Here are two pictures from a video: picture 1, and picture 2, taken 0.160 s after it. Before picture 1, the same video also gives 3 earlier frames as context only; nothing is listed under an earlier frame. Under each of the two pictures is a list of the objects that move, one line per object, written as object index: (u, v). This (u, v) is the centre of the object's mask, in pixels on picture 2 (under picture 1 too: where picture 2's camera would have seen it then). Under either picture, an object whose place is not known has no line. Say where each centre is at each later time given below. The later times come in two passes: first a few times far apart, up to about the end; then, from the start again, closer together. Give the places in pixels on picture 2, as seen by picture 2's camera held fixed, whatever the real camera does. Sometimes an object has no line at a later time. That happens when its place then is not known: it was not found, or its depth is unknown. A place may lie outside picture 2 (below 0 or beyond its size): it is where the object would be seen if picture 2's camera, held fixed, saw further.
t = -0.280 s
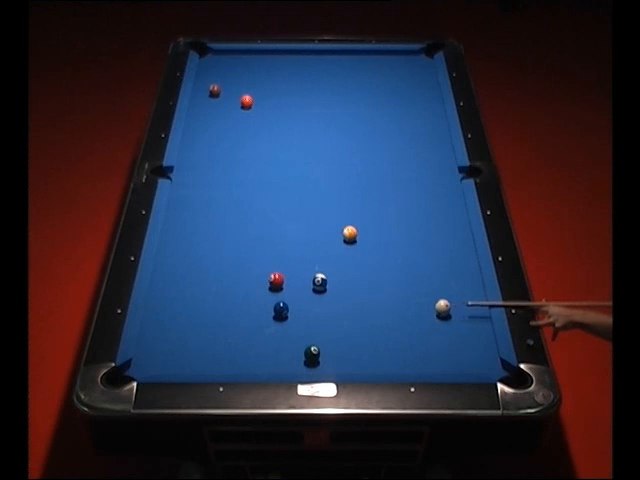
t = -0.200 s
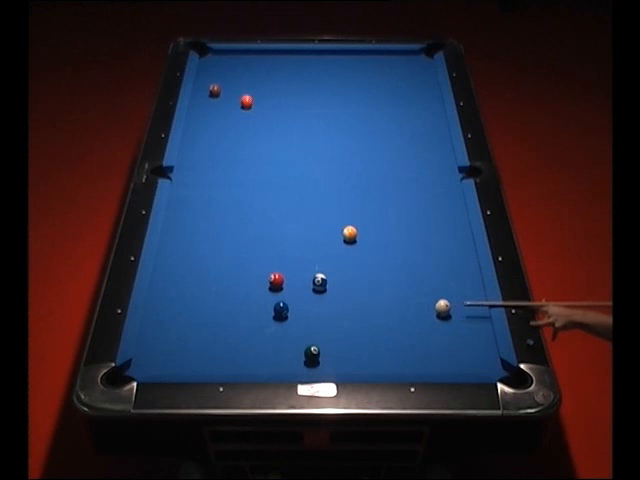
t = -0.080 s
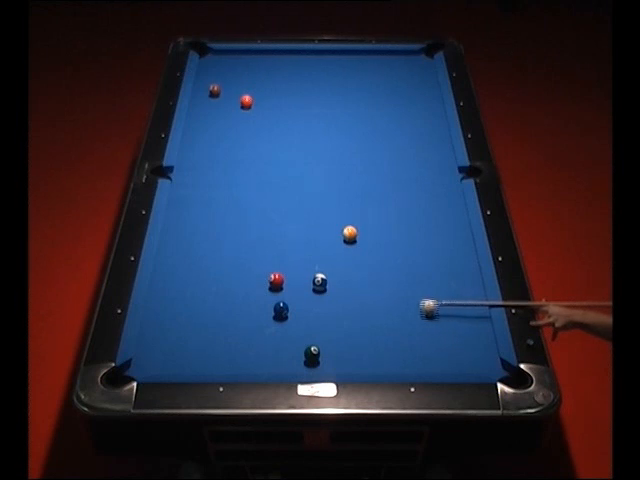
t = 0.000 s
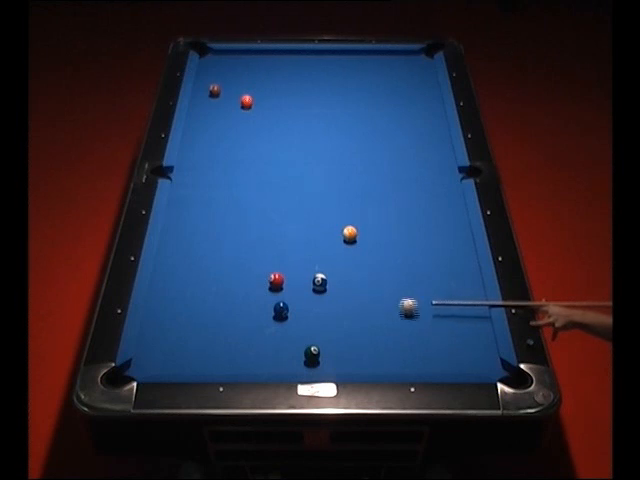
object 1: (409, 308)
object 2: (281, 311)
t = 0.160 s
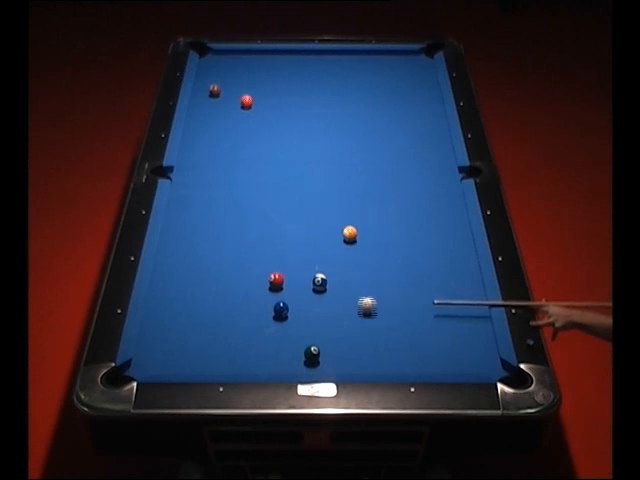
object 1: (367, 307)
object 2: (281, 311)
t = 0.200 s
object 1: (357, 307)
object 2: (281, 311)
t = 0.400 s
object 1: (306, 305)
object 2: (280, 311)
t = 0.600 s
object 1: (276, 295)
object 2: (263, 319)
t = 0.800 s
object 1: (251, 283)
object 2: (243, 328)
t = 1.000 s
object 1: (229, 272)
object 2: (223, 337)
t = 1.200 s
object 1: (207, 262)
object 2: (204, 345)
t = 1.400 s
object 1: (187, 253)
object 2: (185, 353)
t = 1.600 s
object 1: (168, 244)
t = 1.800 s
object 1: (173, 237)
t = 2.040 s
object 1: (186, 231)
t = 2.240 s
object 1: (196, 226)
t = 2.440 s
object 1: (206, 221)
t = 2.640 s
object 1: (214, 217)
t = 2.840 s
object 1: (221, 212)
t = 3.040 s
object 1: (228, 209)
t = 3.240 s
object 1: (234, 205)
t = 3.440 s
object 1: (240, 202)
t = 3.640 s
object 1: (244, 200)
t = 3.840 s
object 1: (249, 197)
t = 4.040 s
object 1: (252, 195)
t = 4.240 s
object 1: (255, 194)
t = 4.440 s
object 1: (257, 192)
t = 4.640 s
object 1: (259, 192)
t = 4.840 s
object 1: (260, 191)
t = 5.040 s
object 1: (261, 190)
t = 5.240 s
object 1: (261, 190)
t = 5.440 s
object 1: (261, 190)
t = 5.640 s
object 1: (261, 190)
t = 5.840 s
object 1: (261, 190)
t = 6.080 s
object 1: (261, 190)
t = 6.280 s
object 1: (261, 190)
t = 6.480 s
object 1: (261, 190)
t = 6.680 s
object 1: (261, 190)
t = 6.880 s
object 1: (261, 190)
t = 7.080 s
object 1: (261, 190)
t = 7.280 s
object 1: (261, 190)
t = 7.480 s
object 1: (261, 190)
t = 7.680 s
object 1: (261, 190)
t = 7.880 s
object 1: (261, 190)
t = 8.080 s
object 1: (261, 190)
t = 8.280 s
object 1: (261, 190)
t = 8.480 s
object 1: (261, 190)
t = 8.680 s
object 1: (261, 190)
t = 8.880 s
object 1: (261, 190)
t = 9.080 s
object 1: (261, 190)
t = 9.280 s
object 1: (261, 190)
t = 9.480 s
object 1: (261, 190)
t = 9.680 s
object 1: (261, 190)
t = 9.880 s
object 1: (261, 190)
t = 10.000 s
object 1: (261, 190)
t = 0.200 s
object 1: (357, 307)
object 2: (281, 311)
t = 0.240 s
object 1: (346, 306)
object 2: (281, 311)
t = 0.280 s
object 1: (337, 306)
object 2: (281, 311)
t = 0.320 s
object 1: (326, 306)
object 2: (281, 311)
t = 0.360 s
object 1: (316, 306)
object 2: (281, 311)
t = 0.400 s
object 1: (306, 305)
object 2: (280, 311)
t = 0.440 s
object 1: (297, 304)
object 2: (280, 311)
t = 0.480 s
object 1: (290, 302)
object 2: (277, 312)
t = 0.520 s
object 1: (286, 299)
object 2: (271, 315)
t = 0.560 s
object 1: (280, 297)
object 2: (267, 317)
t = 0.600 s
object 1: (276, 295)
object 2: (263, 319)
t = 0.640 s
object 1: (270, 293)
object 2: (259, 321)
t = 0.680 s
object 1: (265, 290)
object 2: (255, 322)
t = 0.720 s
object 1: (261, 288)
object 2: (251, 324)
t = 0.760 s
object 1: (256, 285)
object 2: (247, 326)
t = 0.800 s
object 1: (251, 283)
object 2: (243, 328)
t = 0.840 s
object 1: (247, 281)
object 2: (239, 330)
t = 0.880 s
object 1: (242, 279)
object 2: (235, 331)
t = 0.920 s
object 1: (237, 276)
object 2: (231, 333)
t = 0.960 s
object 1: (233, 274)
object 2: (227, 335)
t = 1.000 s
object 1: (229, 272)
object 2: (223, 337)
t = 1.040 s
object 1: (224, 270)
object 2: (219, 338)
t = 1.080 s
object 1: (220, 268)
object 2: (215, 340)
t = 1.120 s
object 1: (215, 266)
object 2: (211, 342)
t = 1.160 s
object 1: (211, 264)
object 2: (208, 343)
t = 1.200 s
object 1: (207, 262)
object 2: (204, 345)
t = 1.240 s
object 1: (203, 260)
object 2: (200, 347)
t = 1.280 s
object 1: (199, 258)
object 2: (196, 348)
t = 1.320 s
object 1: (195, 256)
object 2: (192, 350)
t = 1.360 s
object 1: (191, 255)
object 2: (189, 352)
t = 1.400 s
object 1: (187, 253)
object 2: (185, 353)
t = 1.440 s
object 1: (183, 251)
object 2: (181, 354)
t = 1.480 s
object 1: (179, 249)
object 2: (178, 356)
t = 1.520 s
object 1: (175, 247)
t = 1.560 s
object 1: (171, 245)
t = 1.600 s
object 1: (168, 244)
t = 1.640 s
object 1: (165, 242)
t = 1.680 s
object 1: (167, 241)
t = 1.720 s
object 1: (169, 240)
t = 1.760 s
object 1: (171, 238)
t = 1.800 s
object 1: (173, 237)
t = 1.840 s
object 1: (176, 236)
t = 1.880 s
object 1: (178, 235)
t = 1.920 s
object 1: (180, 234)
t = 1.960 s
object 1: (182, 233)
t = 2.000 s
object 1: (184, 232)
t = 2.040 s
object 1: (186, 231)
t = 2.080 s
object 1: (188, 230)
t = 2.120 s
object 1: (190, 228)
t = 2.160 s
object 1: (192, 227)
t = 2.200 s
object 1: (194, 227)
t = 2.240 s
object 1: (196, 226)
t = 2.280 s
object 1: (198, 225)
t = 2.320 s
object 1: (200, 223)
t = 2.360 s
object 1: (202, 223)
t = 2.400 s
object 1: (203, 222)
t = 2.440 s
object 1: (206, 221)
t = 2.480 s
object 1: (207, 220)
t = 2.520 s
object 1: (209, 219)
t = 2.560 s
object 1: (210, 218)
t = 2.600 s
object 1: (212, 217)
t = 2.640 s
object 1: (214, 217)
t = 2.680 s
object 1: (215, 215)
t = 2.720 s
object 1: (216, 215)
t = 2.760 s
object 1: (218, 214)
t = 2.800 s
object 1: (220, 213)
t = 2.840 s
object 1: (221, 212)
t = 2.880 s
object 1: (222, 212)
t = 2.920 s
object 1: (224, 211)
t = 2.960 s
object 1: (225, 210)
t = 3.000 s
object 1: (226, 210)
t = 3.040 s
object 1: (228, 209)
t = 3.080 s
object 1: (229, 208)
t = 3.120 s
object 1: (231, 208)
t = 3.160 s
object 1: (232, 207)
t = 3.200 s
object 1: (233, 206)
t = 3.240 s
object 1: (234, 205)
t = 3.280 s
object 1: (235, 205)
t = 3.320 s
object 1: (236, 204)
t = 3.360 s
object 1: (238, 204)
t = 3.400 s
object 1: (239, 203)
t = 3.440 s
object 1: (240, 202)
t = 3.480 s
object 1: (241, 202)
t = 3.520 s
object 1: (242, 201)
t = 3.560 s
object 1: (243, 201)
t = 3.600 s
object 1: (243, 200)
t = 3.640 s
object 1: (244, 200)
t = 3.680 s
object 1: (245, 199)
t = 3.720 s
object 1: (246, 199)
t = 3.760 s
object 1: (247, 198)
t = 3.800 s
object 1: (248, 198)
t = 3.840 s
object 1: (249, 197)
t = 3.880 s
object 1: (249, 197)
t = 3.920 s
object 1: (250, 197)
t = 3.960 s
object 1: (251, 196)
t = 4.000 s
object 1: (251, 196)
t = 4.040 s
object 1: (252, 195)
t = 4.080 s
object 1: (252, 195)
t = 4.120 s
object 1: (253, 195)
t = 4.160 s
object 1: (254, 194)
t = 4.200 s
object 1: (254, 194)
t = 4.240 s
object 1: (255, 194)
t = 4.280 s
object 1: (255, 194)
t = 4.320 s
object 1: (256, 193)
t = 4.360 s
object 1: (256, 193)
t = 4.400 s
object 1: (257, 193)
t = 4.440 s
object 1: (257, 192)
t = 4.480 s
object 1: (257, 192)
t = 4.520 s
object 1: (258, 192)
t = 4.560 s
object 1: (258, 192)
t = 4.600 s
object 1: (259, 192)
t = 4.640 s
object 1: (259, 192)
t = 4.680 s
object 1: (259, 191)
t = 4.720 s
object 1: (259, 191)
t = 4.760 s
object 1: (260, 191)
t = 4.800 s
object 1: (260, 191)
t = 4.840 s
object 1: (260, 191)
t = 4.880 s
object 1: (260, 191)
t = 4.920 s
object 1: (260, 191)
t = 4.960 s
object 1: (261, 191)
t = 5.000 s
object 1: (261, 191)
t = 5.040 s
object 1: (261, 190)
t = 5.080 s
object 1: (261, 190)
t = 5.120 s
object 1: (261, 190)
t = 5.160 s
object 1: (261, 190)
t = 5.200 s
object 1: (261, 190)
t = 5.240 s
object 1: (261, 190)
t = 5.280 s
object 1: (261, 190)
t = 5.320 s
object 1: (261, 190)
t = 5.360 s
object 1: (261, 190)
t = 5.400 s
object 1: (261, 190)
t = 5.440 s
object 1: (261, 190)
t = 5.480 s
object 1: (261, 190)
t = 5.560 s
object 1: (261, 190)
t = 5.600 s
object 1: (261, 190)
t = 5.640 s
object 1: (261, 190)
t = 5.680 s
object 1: (261, 190)
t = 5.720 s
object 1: (261, 190)
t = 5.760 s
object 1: (261, 190)
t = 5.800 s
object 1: (261, 190)
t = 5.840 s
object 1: (261, 190)
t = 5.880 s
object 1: (261, 190)
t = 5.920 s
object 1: (261, 190)
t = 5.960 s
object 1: (261, 190)
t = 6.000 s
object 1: (261, 190)
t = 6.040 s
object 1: (261, 190)
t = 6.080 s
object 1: (261, 190)
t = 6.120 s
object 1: (261, 190)
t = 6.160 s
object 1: (261, 190)
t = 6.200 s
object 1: (261, 190)
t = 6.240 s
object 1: (261, 190)
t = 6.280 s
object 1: (261, 190)
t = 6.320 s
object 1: (261, 190)
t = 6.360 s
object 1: (261, 190)
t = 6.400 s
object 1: (261, 190)
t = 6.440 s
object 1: (261, 190)
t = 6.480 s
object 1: (261, 190)
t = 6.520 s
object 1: (261, 190)
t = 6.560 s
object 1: (261, 190)
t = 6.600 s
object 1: (261, 190)
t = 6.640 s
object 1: (261, 190)
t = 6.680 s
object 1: (261, 190)
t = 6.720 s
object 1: (261, 190)
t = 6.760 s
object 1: (261, 190)
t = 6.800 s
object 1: (261, 190)
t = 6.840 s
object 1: (261, 190)
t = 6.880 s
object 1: (261, 190)
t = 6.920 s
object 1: (261, 190)
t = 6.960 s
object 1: (261, 190)
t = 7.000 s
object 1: (261, 190)
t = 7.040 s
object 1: (261, 190)
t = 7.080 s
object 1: (261, 190)
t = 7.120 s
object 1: (261, 190)
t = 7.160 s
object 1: (261, 190)
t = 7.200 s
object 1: (261, 190)
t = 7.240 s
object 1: (261, 190)
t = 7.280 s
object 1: (261, 190)
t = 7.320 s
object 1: (261, 190)
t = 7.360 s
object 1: (261, 190)
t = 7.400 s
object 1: (261, 190)
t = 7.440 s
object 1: (261, 190)
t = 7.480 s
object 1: (261, 190)
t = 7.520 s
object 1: (261, 190)
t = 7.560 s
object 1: (261, 190)
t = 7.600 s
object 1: (261, 190)
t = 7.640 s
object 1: (261, 190)
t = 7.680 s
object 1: (261, 190)
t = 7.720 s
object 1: (261, 190)
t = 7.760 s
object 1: (261, 190)
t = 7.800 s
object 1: (261, 190)
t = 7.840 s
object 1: (261, 190)
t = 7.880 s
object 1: (261, 190)
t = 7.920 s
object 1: (261, 190)
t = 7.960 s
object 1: (261, 190)
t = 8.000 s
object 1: (261, 190)
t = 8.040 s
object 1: (261, 190)
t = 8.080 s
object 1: (261, 190)
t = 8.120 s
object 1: (261, 190)
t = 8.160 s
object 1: (261, 190)
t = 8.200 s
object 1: (261, 190)
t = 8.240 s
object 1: (261, 190)
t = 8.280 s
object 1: (261, 190)
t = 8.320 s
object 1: (261, 190)
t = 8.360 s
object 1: (261, 190)
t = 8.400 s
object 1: (261, 190)
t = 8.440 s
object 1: (261, 190)
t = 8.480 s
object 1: (261, 190)
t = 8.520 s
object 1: (261, 190)
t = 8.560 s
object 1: (261, 190)
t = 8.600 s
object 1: (261, 190)
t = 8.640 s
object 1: (261, 190)
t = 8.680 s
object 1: (261, 190)
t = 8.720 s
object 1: (261, 190)
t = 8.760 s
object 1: (261, 190)
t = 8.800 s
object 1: (261, 190)
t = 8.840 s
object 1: (261, 190)
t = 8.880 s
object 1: (261, 190)
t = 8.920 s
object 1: (261, 191)
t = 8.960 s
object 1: (261, 190)
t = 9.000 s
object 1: (261, 190)
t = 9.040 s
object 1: (261, 190)
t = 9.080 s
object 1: (261, 190)
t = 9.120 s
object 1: (261, 190)
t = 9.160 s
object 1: (261, 190)
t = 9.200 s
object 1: (261, 190)
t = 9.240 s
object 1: (261, 190)
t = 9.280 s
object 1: (261, 190)
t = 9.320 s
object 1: (261, 190)
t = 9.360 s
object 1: (261, 190)
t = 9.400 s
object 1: (261, 190)
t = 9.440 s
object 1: (261, 190)
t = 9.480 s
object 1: (261, 190)
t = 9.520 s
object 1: (261, 190)
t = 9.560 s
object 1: (261, 190)
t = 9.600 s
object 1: (261, 190)
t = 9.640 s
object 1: (261, 190)
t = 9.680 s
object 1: (261, 190)
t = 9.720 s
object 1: (261, 190)
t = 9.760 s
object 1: (261, 190)
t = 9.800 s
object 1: (261, 190)
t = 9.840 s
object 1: (261, 190)
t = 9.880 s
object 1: (261, 190)
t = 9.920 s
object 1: (261, 190)
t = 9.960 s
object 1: (261, 190)
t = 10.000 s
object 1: (261, 190)
